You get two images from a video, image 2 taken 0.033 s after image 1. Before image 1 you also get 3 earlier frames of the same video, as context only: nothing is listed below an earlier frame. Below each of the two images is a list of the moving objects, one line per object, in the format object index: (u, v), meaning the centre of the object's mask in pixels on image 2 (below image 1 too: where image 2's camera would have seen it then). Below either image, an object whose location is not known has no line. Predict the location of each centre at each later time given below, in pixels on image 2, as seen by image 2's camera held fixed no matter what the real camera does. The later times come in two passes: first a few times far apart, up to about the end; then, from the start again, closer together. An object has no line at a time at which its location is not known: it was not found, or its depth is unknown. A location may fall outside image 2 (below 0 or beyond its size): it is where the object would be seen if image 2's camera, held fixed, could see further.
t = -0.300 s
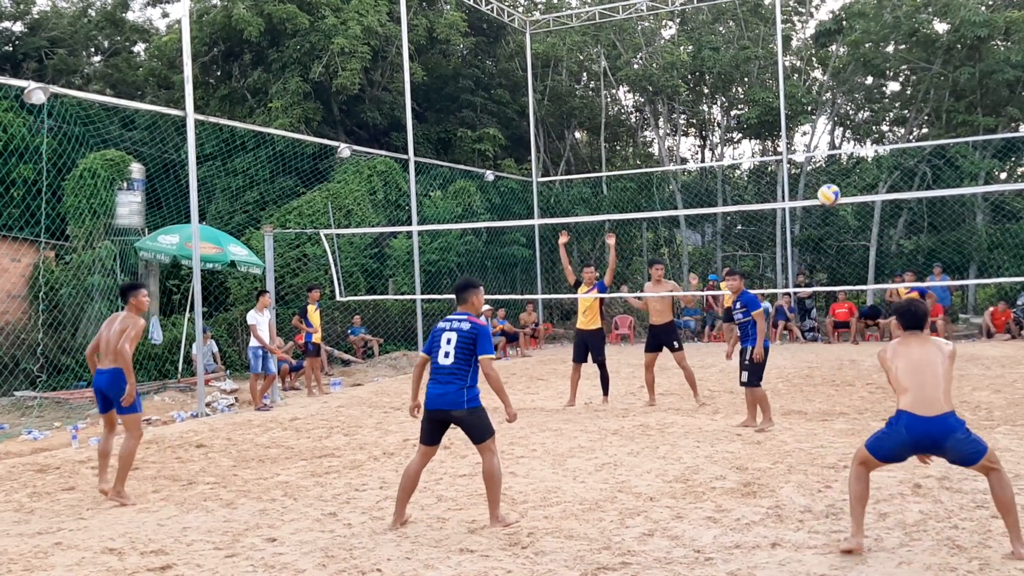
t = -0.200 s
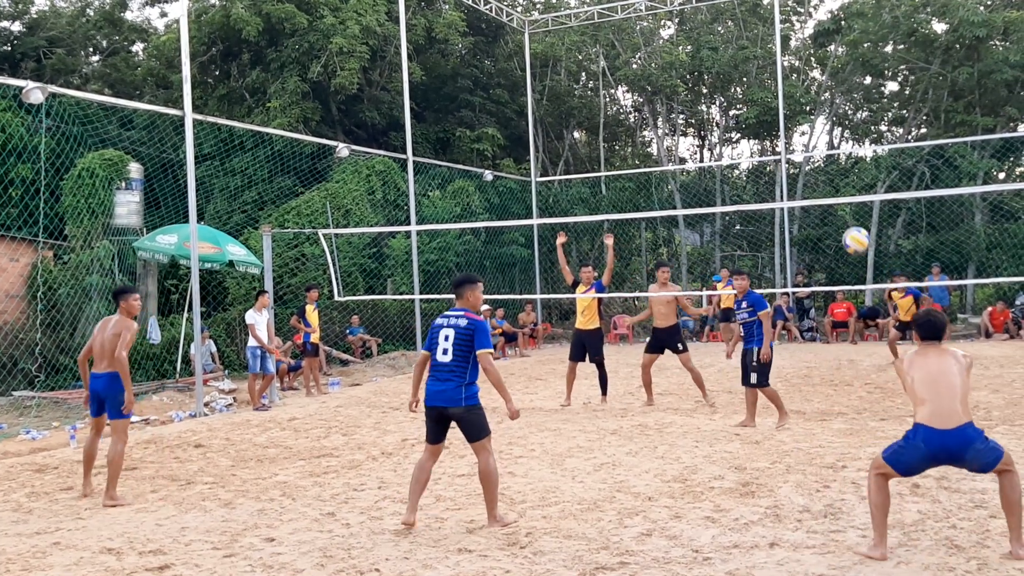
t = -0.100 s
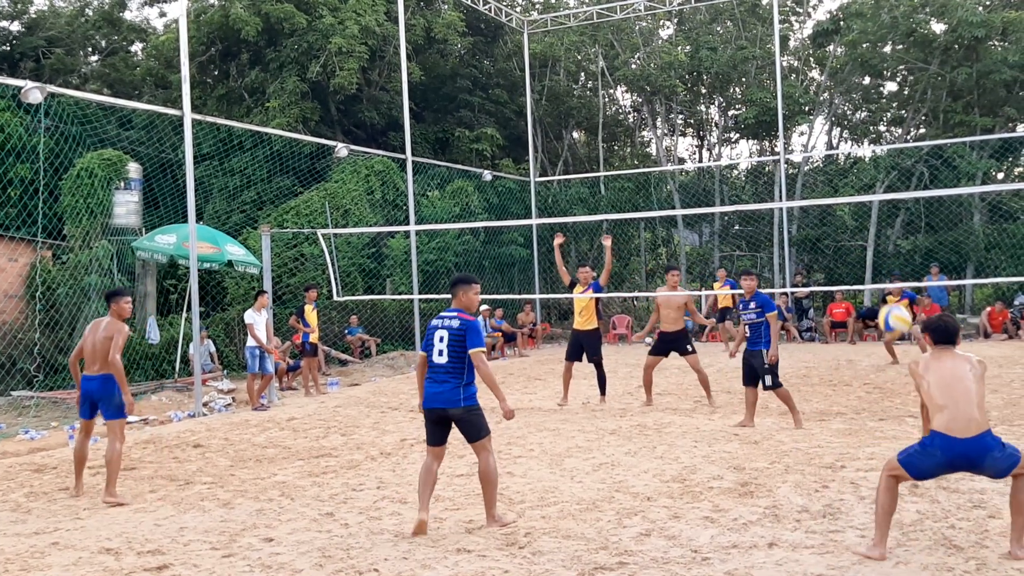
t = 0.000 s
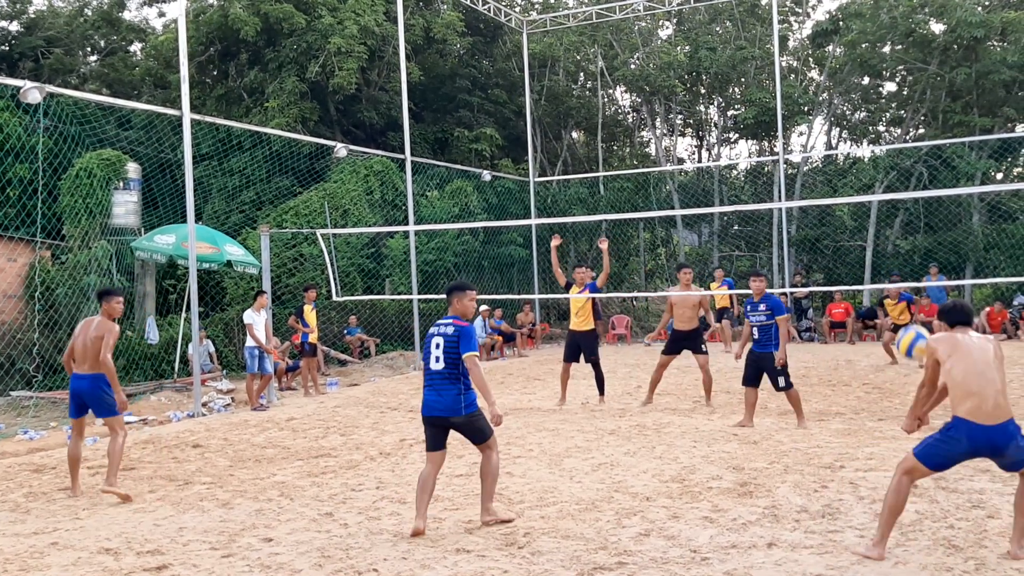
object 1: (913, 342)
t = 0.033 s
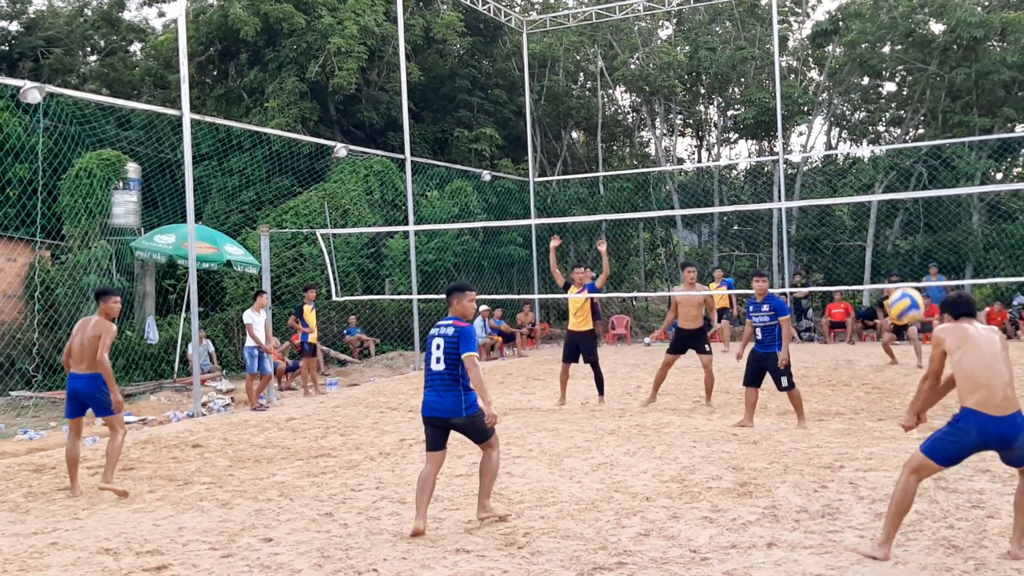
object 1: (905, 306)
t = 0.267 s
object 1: (865, 111)
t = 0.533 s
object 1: (835, 14)
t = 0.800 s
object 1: (814, 14)
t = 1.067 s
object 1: (799, 90)
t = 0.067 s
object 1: (899, 268)
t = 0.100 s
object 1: (893, 237)
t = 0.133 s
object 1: (887, 208)
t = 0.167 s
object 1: (881, 179)
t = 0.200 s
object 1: (875, 154)
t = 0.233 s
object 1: (870, 131)
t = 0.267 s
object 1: (865, 111)
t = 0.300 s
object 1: (860, 91)
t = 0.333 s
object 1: (856, 75)
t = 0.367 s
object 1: (852, 60)
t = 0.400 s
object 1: (848, 47)
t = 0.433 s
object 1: (845, 36)
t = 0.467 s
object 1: (841, 27)
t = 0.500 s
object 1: (838, 19)
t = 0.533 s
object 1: (835, 14)
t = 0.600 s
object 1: (828, 7)
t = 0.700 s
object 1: (820, 4)
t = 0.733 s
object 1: (817, 5)
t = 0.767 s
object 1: (816, 9)
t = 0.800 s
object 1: (814, 14)
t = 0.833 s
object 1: (811, 20)
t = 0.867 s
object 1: (809, 27)
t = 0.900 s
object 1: (808, 35)
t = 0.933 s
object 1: (807, 45)
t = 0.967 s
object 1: (804, 54)
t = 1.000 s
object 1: (803, 65)
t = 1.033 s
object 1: (801, 78)
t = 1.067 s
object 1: (799, 90)
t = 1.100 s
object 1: (798, 104)
